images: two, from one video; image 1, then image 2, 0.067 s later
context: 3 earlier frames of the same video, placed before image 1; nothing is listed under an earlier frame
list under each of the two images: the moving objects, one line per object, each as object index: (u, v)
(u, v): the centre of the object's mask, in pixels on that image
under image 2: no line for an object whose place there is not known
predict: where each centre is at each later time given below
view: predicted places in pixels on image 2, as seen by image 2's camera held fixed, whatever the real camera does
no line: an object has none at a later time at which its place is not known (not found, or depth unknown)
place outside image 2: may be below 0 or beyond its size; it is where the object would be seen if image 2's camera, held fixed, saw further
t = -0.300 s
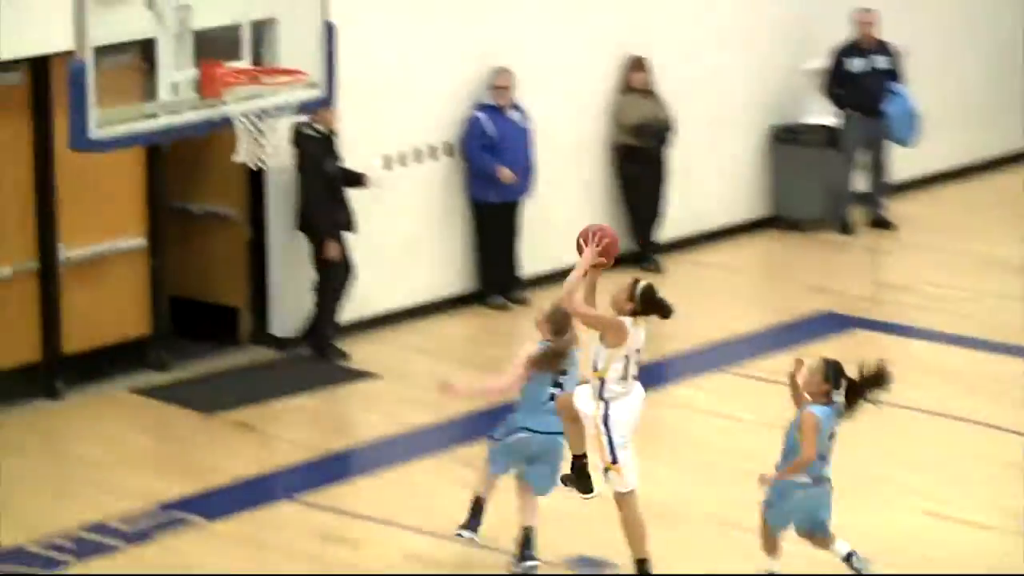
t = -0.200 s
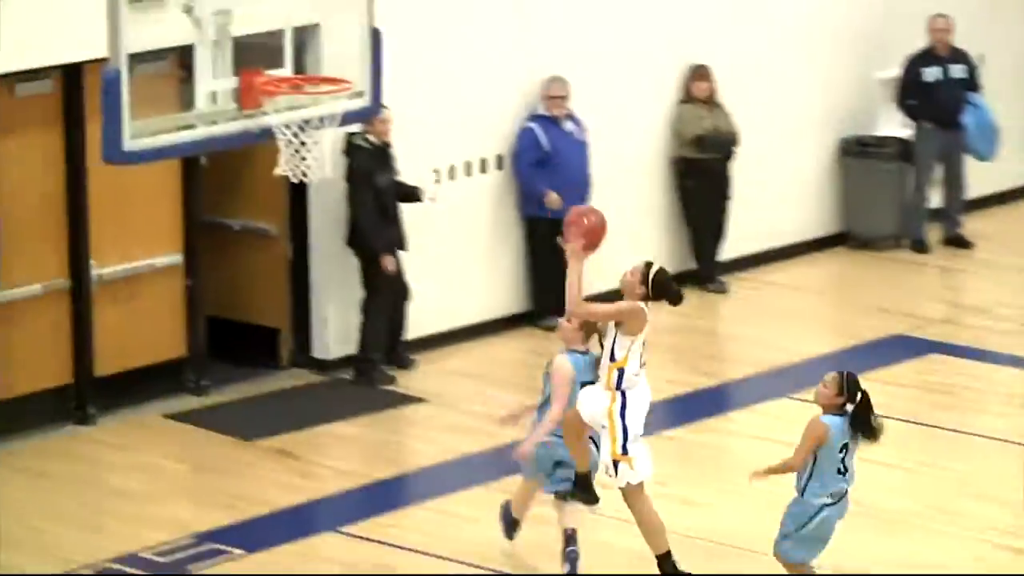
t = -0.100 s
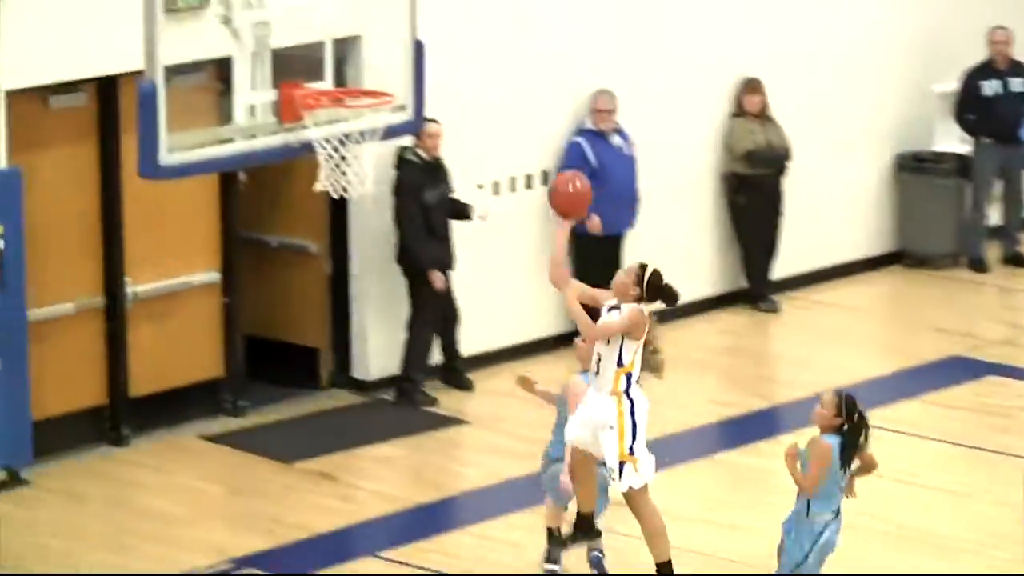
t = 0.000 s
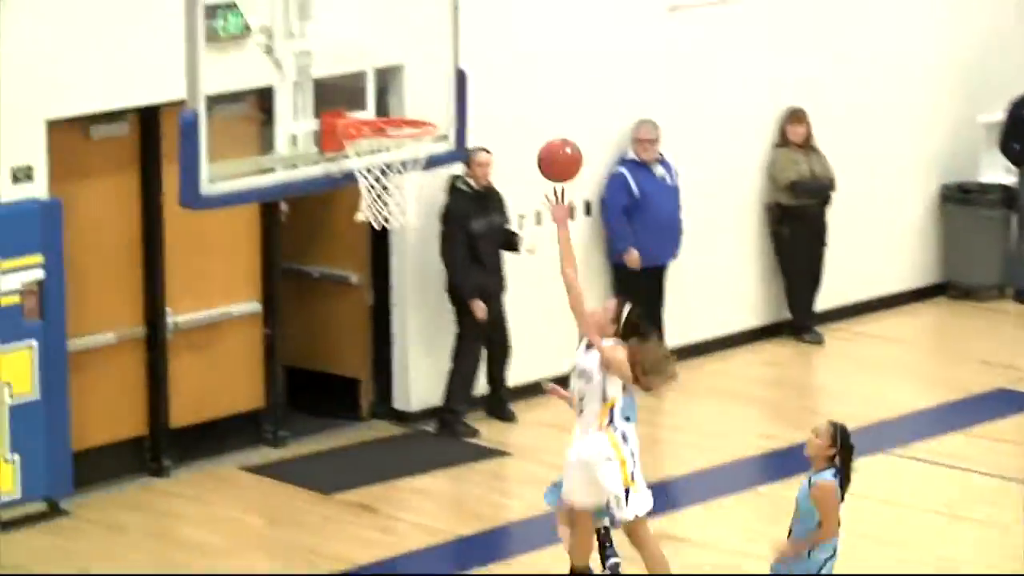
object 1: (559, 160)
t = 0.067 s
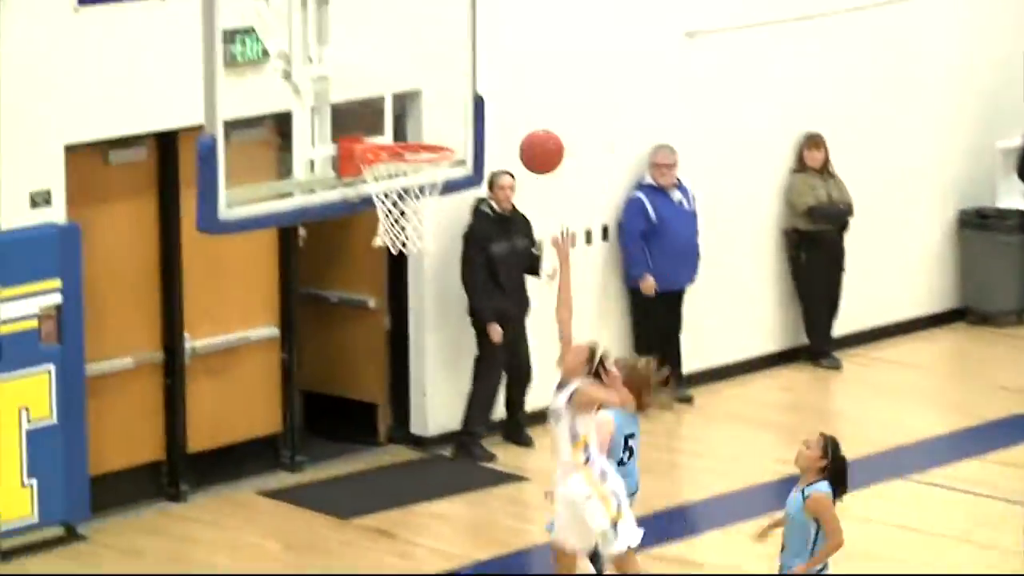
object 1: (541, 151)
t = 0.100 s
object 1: (523, 138)
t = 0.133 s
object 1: (506, 126)
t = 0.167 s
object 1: (487, 117)
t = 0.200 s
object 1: (470, 110)
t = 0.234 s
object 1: (452, 105)
